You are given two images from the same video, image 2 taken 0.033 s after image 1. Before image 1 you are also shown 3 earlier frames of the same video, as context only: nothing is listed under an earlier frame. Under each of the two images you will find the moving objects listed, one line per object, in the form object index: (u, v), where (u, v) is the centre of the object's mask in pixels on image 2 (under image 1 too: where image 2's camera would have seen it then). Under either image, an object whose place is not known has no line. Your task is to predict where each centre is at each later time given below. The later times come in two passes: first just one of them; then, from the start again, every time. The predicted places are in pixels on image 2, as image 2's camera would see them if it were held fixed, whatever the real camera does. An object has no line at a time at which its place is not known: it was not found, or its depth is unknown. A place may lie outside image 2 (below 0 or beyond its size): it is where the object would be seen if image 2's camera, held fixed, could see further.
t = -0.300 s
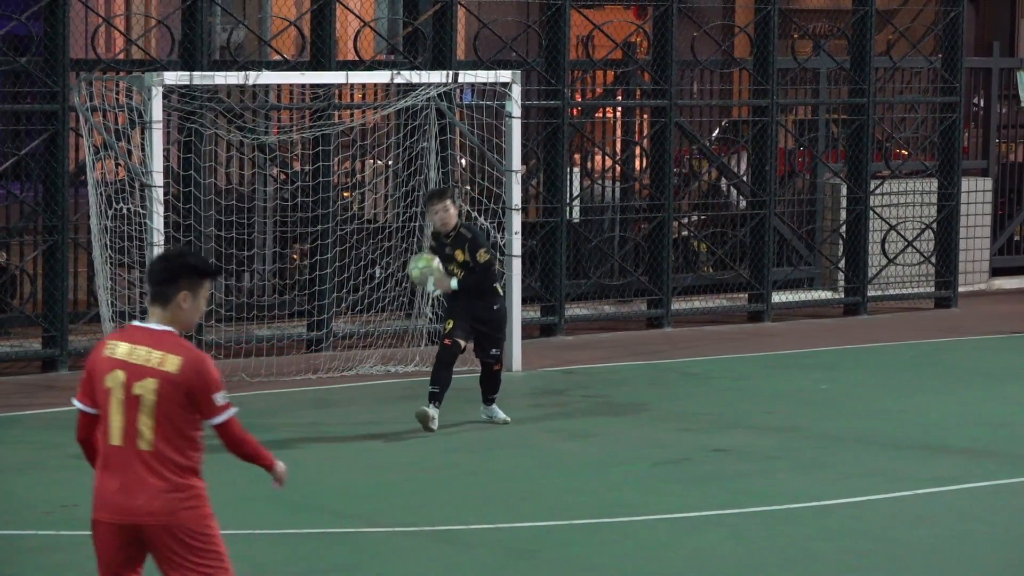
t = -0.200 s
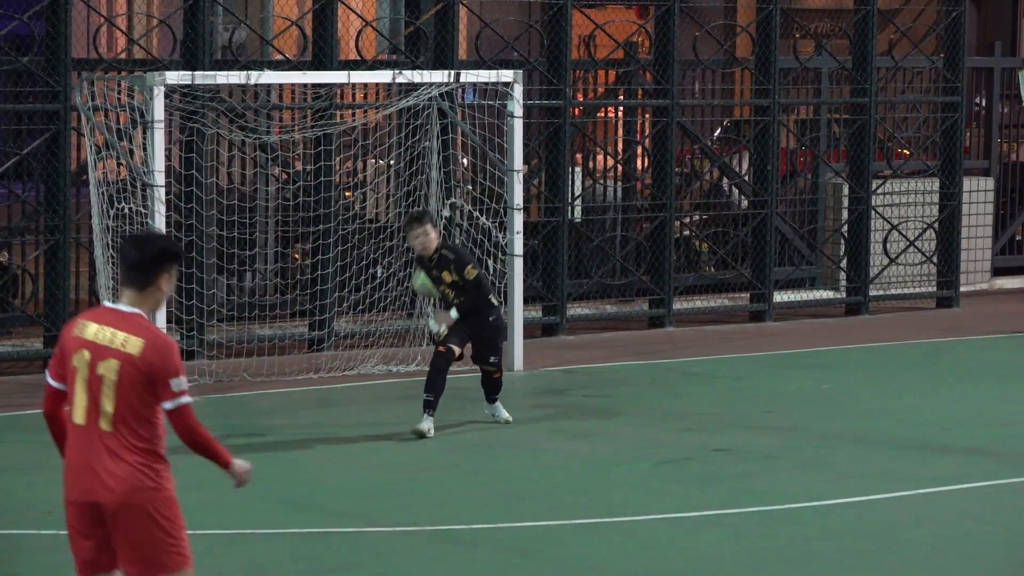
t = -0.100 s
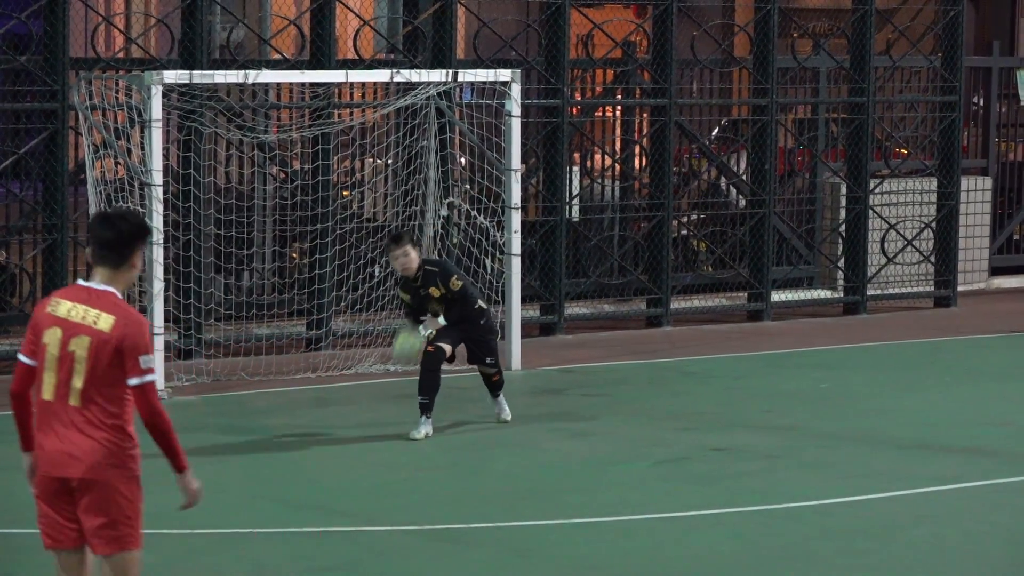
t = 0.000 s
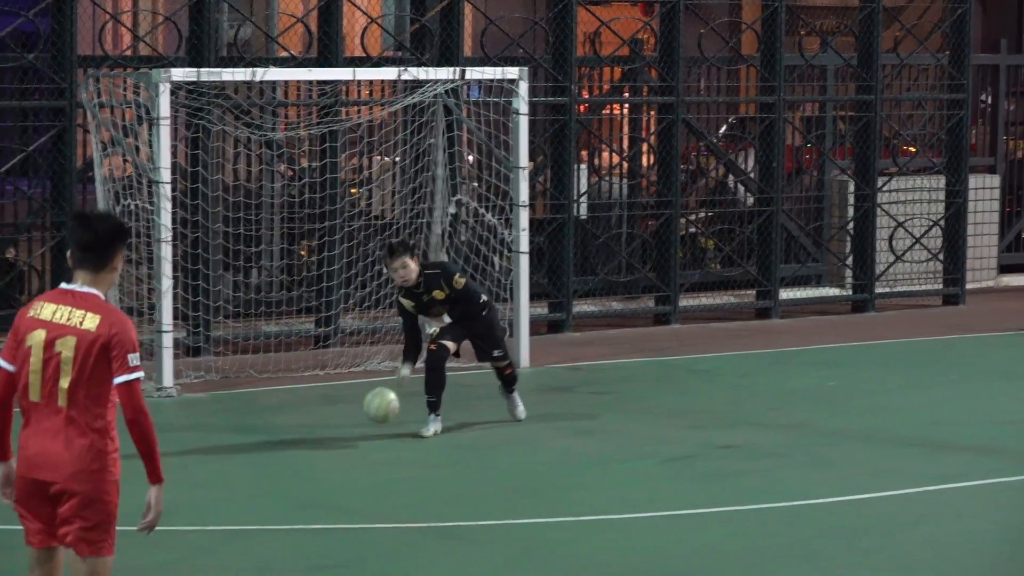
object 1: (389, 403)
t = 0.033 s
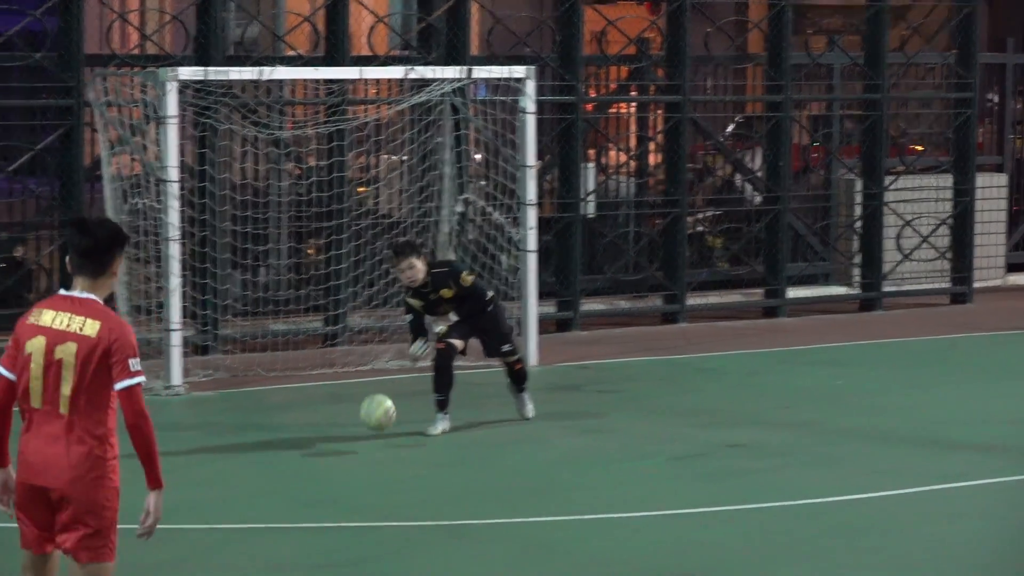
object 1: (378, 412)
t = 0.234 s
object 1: (296, 468)
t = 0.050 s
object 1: (372, 418)
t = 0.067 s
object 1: (366, 423)
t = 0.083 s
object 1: (360, 430)
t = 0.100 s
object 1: (353, 438)
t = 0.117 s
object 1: (346, 446)
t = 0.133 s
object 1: (339, 455)
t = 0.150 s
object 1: (333, 460)
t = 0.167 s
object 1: (325, 460)
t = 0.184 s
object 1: (318, 462)
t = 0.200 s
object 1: (311, 463)
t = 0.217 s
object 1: (303, 465)
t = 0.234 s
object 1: (296, 468)
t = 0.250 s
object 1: (288, 473)
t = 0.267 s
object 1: (280, 477)
